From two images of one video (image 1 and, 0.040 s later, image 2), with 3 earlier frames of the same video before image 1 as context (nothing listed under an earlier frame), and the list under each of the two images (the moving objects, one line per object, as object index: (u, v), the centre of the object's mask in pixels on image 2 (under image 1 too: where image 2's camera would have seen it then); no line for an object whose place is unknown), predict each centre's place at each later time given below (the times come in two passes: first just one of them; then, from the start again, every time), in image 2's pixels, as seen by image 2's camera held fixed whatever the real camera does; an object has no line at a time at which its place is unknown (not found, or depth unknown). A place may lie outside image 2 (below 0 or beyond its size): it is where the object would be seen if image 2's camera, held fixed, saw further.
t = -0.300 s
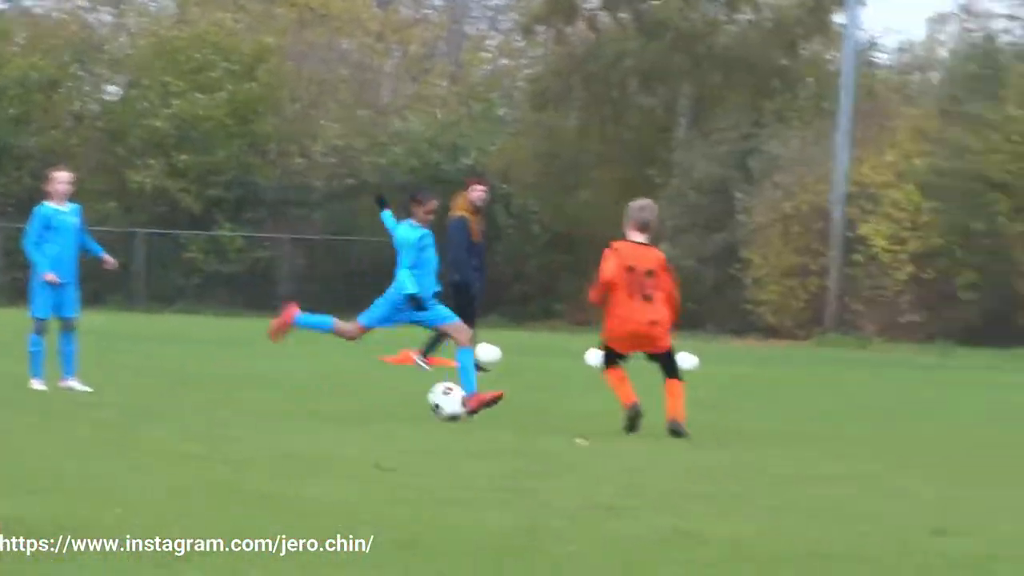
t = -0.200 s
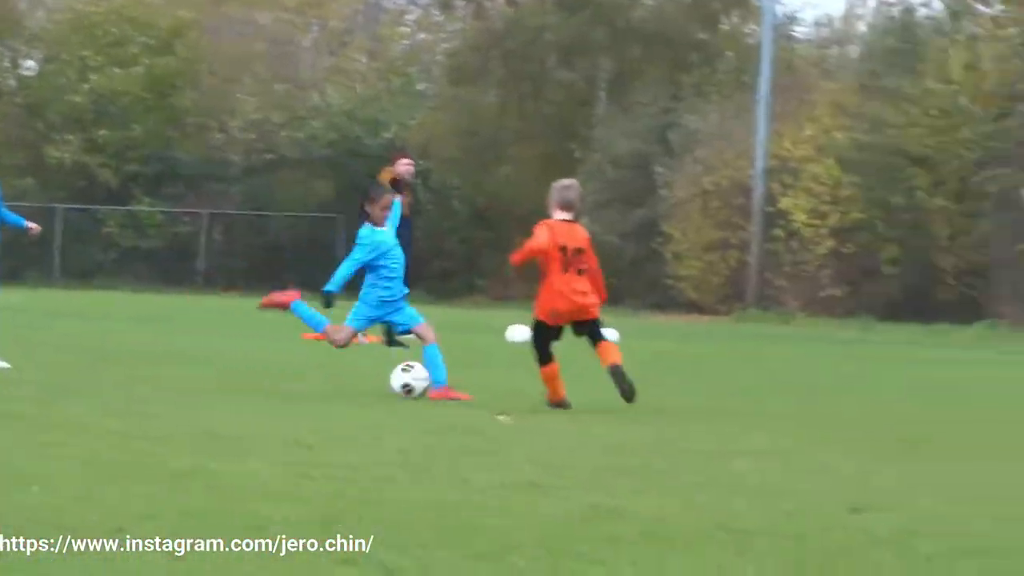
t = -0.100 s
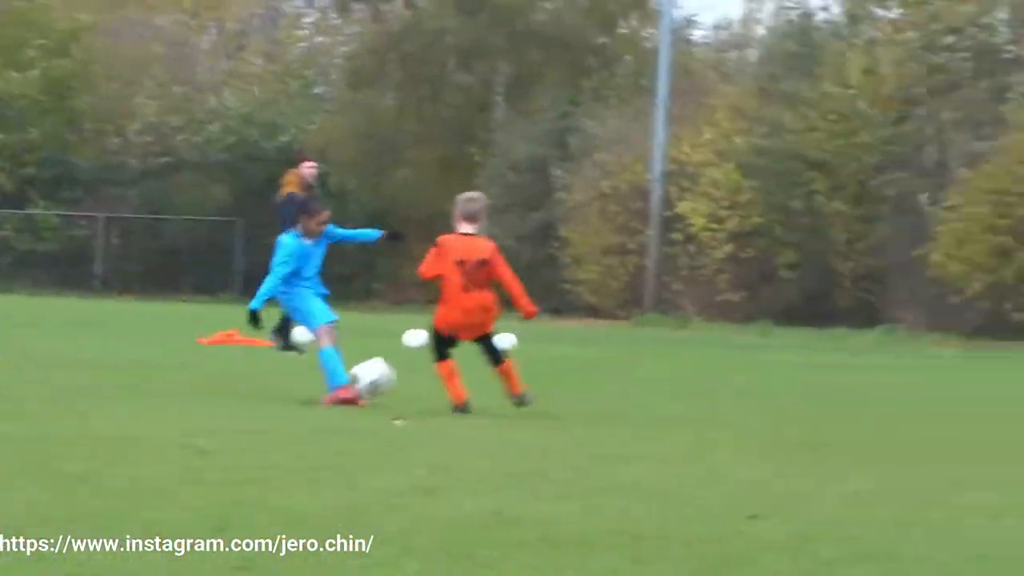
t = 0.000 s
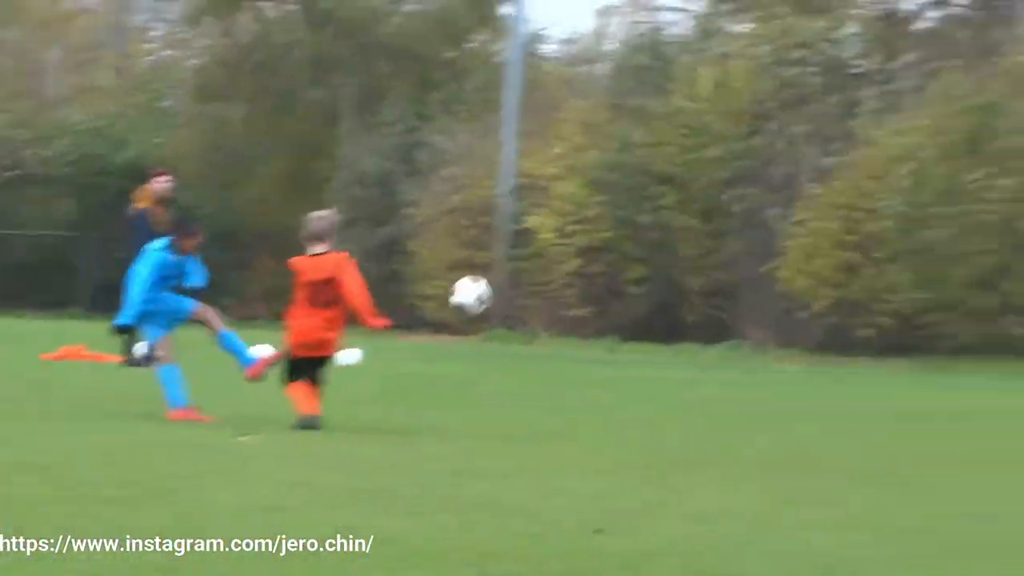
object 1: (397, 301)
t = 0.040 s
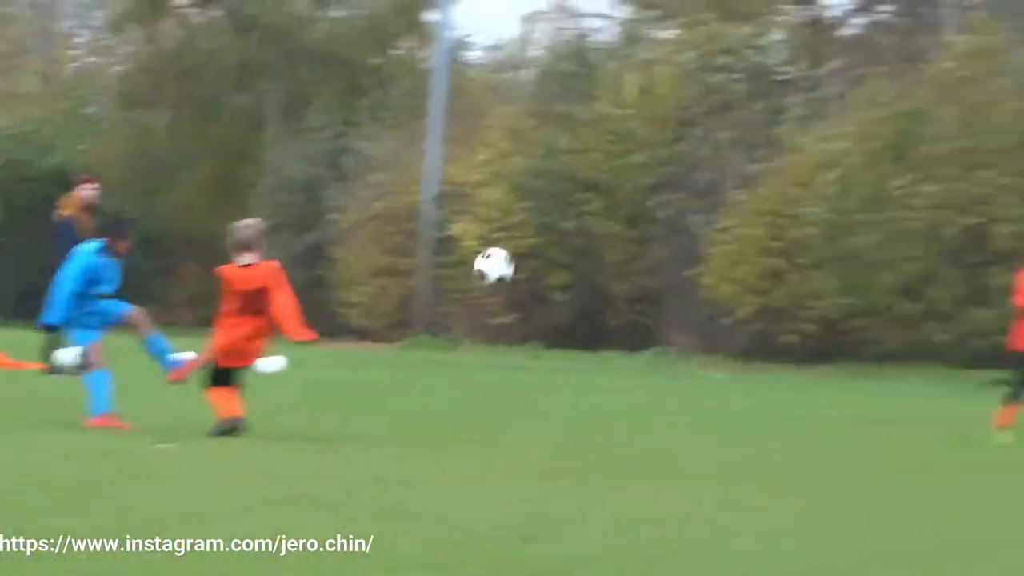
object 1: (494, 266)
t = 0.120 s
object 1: (680, 199)
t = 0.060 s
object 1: (540, 249)
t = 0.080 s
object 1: (588, 233)
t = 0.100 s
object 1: (637, 217)
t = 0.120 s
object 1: (680, 199)
